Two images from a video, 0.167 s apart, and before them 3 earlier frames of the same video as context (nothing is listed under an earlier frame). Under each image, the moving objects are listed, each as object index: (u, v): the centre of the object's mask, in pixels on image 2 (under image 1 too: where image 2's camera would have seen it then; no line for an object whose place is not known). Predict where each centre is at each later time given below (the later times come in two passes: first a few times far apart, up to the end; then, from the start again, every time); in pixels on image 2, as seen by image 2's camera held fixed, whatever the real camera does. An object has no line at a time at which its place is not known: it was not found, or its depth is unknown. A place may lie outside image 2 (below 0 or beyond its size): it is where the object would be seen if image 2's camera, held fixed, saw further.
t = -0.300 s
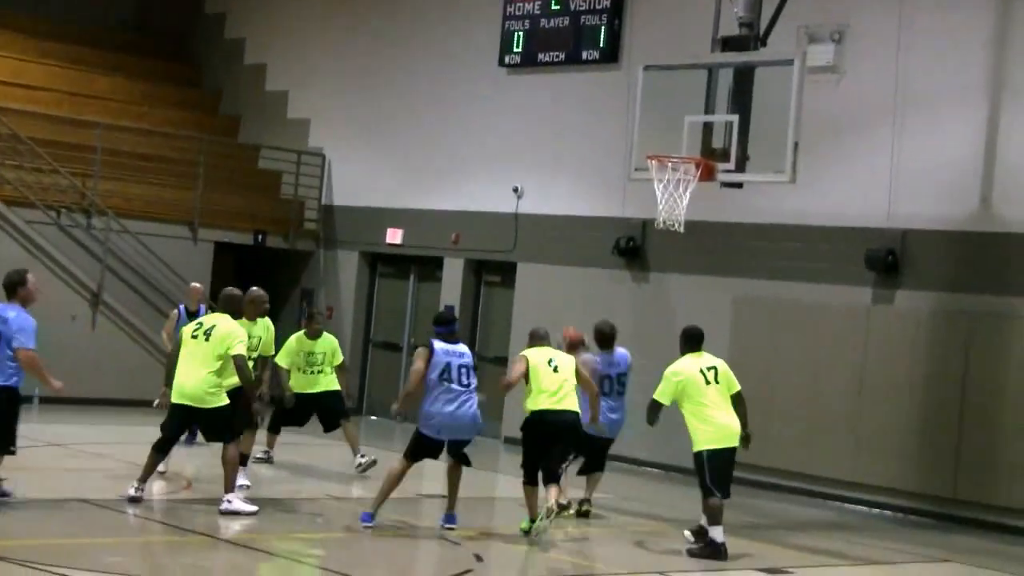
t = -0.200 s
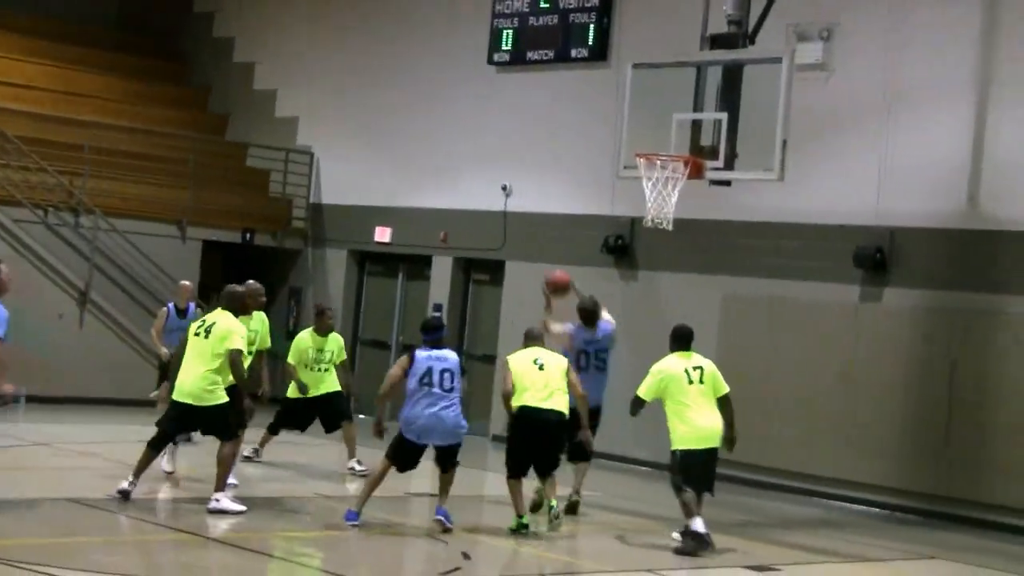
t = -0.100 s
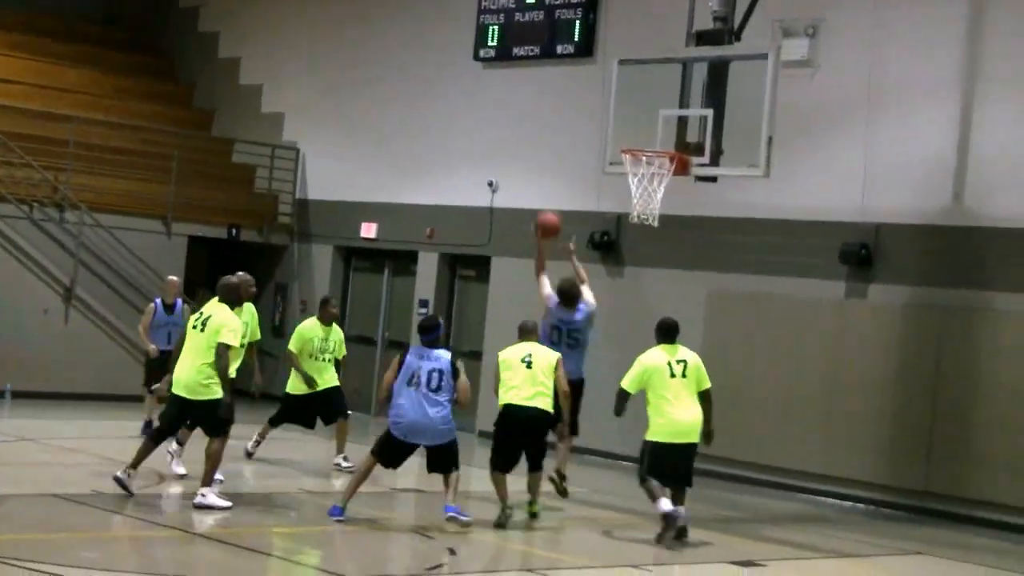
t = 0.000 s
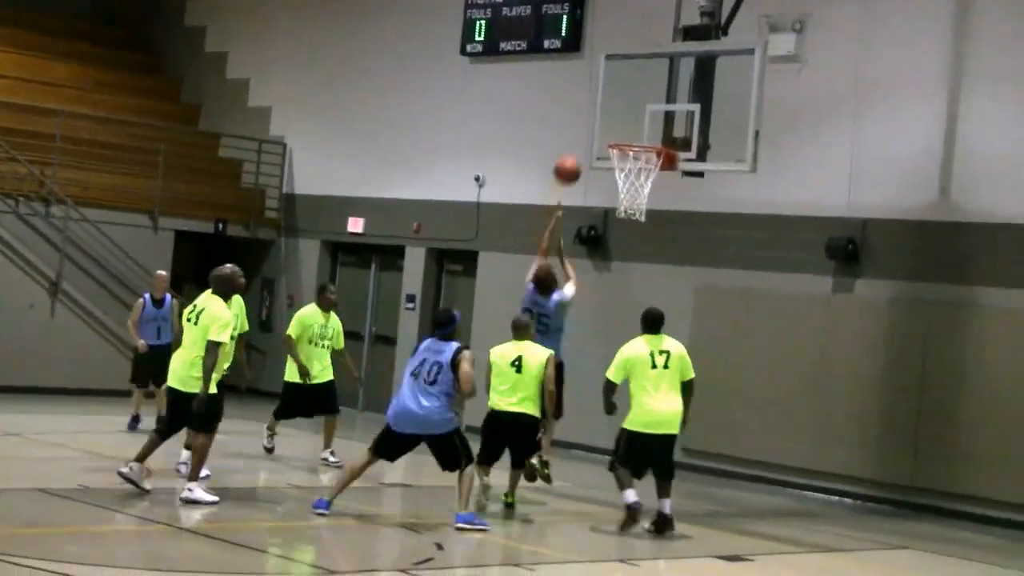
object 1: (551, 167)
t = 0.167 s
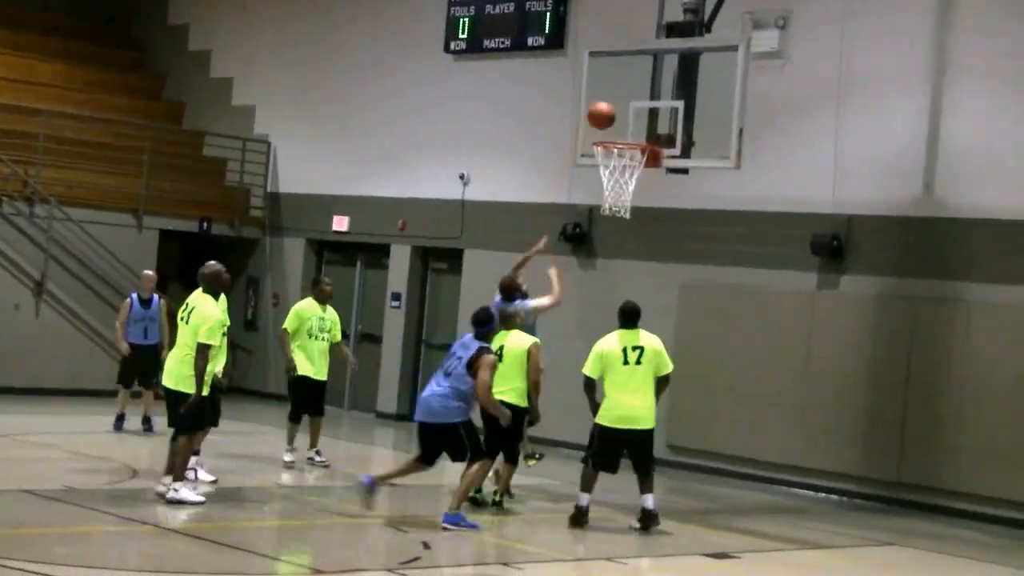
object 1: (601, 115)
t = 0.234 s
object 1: (601, 111)
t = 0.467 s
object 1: (600, 124)
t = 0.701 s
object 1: (612, 131)
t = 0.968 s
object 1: (634, 164)
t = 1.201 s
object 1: (629, 216)
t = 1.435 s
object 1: (613, 320)
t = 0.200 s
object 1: (601, 113)
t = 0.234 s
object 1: (601, 111)
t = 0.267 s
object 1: (601, 111)
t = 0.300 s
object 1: (601, 112)
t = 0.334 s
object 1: (600, 115)
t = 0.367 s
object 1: (599, 119)
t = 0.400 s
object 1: (598, 124)
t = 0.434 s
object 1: (598, 128)
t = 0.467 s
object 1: (600, 124)
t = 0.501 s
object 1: (602, 122)
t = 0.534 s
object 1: (604, 120)
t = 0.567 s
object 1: (606, 120)
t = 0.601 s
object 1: (608, 121)
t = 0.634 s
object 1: (609, 124)
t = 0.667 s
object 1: (610, 128)
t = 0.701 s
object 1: (612, 131)
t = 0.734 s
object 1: (614, 130)
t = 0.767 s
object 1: (618, 131)
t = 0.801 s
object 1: (621, 132)
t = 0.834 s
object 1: (624, 135)
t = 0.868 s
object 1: (626, 143)
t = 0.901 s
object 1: (628, 148)
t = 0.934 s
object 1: (630, 157)
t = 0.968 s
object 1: (634, 164)
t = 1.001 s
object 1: (635, 173)
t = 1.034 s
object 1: (634, 179)
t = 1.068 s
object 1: (635, 187)
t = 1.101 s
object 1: (634, 191)
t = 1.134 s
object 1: (633, 193)
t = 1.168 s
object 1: (634, 194)
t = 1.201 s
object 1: (629, 216)
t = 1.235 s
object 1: (627, 224)
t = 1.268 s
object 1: (625, 236)
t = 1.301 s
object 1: (623, 250)
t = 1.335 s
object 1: (621, 266)
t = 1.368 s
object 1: (618, 284)
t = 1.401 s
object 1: (616, 302)
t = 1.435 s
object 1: (613, 320)
